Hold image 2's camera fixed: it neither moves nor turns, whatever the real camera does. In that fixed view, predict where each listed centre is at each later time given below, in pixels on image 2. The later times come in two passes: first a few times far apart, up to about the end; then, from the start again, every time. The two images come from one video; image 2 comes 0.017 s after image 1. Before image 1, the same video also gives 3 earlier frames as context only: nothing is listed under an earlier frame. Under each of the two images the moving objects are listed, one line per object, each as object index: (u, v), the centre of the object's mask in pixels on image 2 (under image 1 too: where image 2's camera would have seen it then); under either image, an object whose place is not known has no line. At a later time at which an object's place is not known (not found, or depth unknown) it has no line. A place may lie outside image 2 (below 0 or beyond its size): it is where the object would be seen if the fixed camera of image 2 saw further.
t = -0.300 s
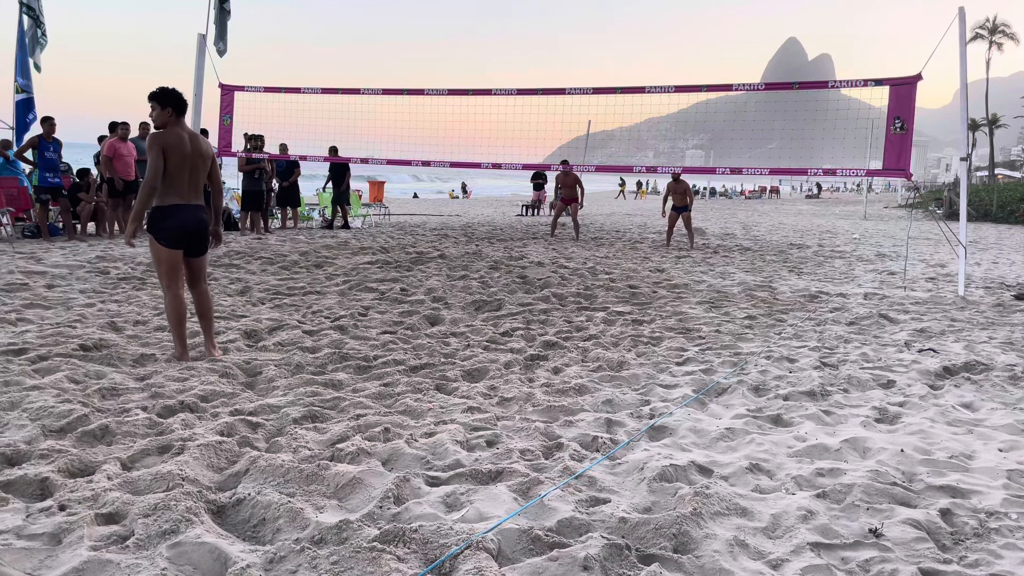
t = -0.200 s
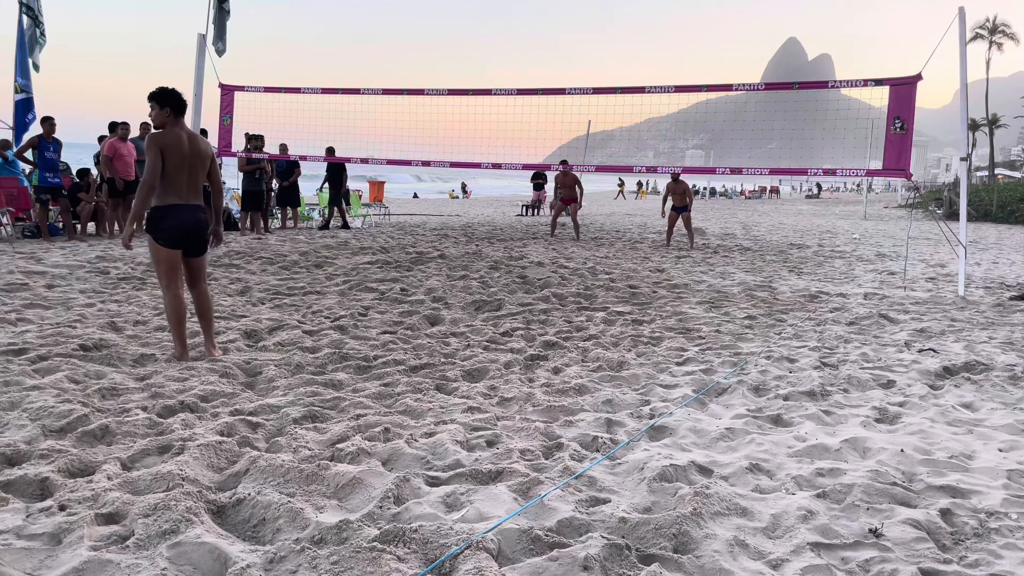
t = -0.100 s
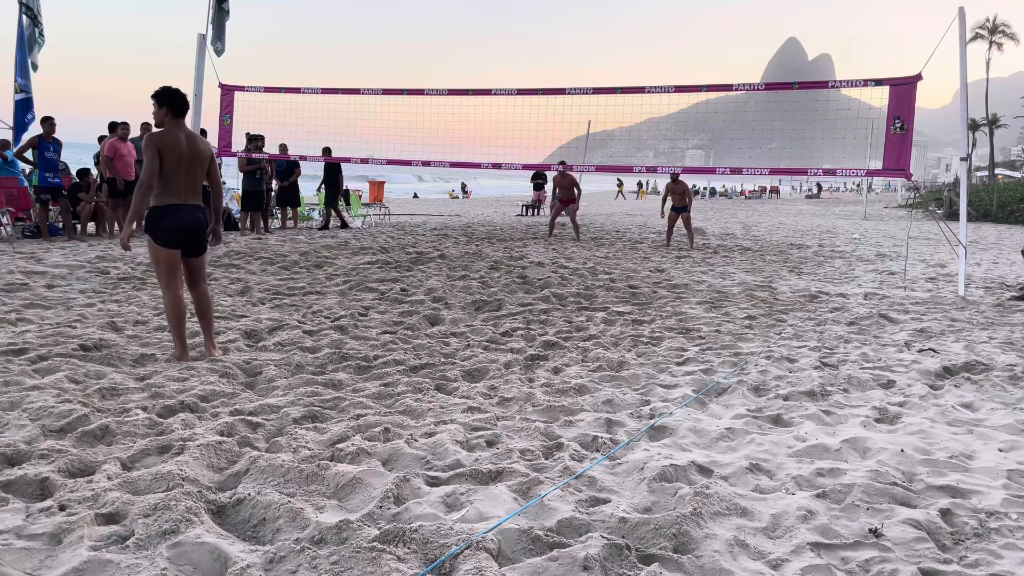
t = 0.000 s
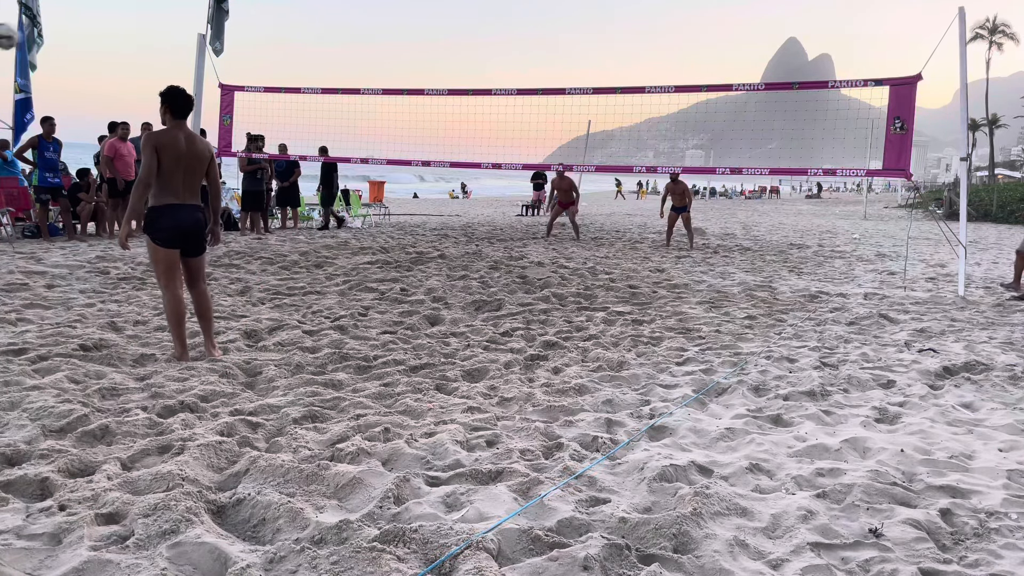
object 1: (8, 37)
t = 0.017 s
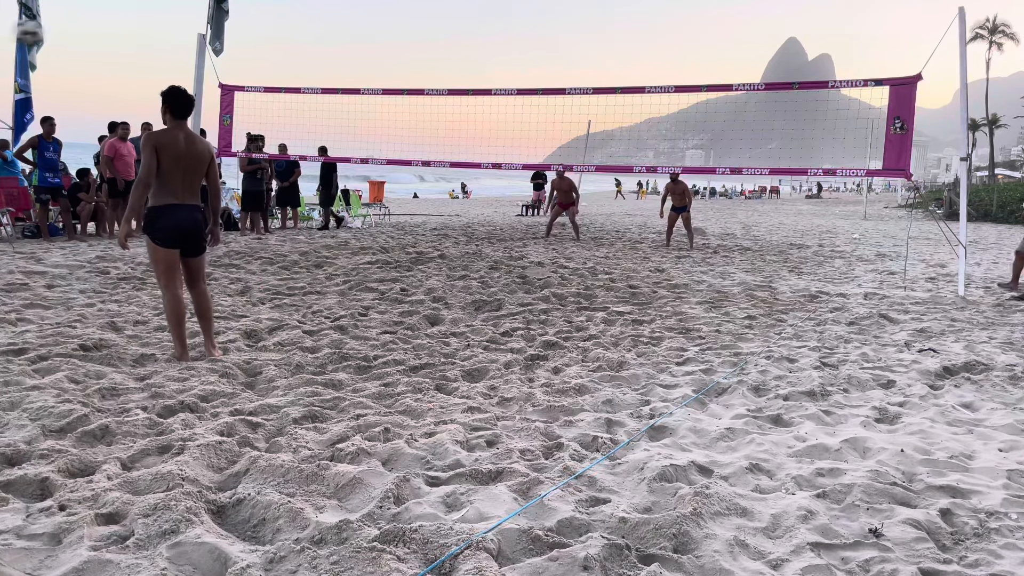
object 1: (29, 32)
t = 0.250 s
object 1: (281, 28)
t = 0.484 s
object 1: (424, 69)
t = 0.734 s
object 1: (517, 134)
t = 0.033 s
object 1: (53, 30)
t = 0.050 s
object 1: (75, 27)
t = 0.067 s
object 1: (97, 25)
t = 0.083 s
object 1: (117, 23)
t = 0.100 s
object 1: (137, 22)
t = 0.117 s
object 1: (156, 21)
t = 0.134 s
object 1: (174, 21)
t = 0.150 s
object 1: (191, 21)
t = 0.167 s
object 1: (209, 22)
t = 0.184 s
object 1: (222, 22)
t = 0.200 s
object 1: (239, 24)
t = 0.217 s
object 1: (253, 25)
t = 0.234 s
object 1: (268, 26)
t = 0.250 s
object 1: (281, 28)
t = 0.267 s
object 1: (294, 29)
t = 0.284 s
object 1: (306, 31)
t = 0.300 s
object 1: (318, 34)
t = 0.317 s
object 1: (330, 36)
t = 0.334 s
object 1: (341, 39)
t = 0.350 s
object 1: (351, 42)
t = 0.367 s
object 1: (362, 45)
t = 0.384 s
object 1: (372, 48)
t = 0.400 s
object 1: (381, 51)
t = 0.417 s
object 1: (390, 54)
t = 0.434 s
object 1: (399, 58)
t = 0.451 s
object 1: (408, 61)
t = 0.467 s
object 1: (416, 65)
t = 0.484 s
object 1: (424, 69)
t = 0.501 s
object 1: (432, 73)
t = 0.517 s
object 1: (440, 77)
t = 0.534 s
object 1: (447, 81)
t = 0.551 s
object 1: (454, 83)
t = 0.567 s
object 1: (461, 86)
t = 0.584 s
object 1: (467, 94)
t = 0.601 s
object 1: (474, 100)
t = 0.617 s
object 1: (480, 102)
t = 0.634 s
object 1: (485, 106)
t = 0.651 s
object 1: (491, 111)
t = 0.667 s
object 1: (497, 115)
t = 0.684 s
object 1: (502, 120)
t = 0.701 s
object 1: (507, 125)
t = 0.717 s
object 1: (513, 129)
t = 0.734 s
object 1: (517, 134)
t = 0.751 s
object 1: (522, 139)
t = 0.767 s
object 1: (527, 144)
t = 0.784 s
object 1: (531, 148)
